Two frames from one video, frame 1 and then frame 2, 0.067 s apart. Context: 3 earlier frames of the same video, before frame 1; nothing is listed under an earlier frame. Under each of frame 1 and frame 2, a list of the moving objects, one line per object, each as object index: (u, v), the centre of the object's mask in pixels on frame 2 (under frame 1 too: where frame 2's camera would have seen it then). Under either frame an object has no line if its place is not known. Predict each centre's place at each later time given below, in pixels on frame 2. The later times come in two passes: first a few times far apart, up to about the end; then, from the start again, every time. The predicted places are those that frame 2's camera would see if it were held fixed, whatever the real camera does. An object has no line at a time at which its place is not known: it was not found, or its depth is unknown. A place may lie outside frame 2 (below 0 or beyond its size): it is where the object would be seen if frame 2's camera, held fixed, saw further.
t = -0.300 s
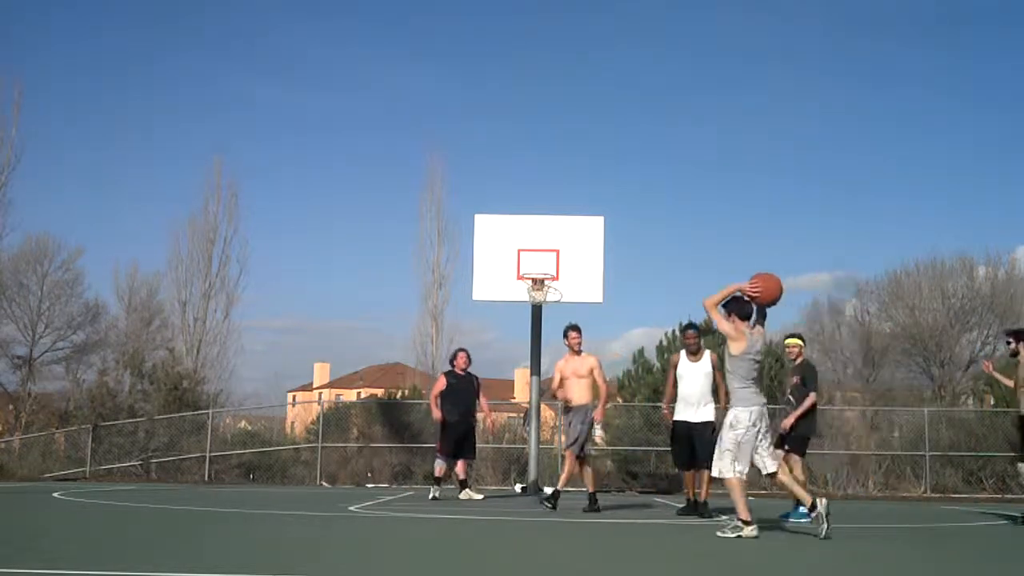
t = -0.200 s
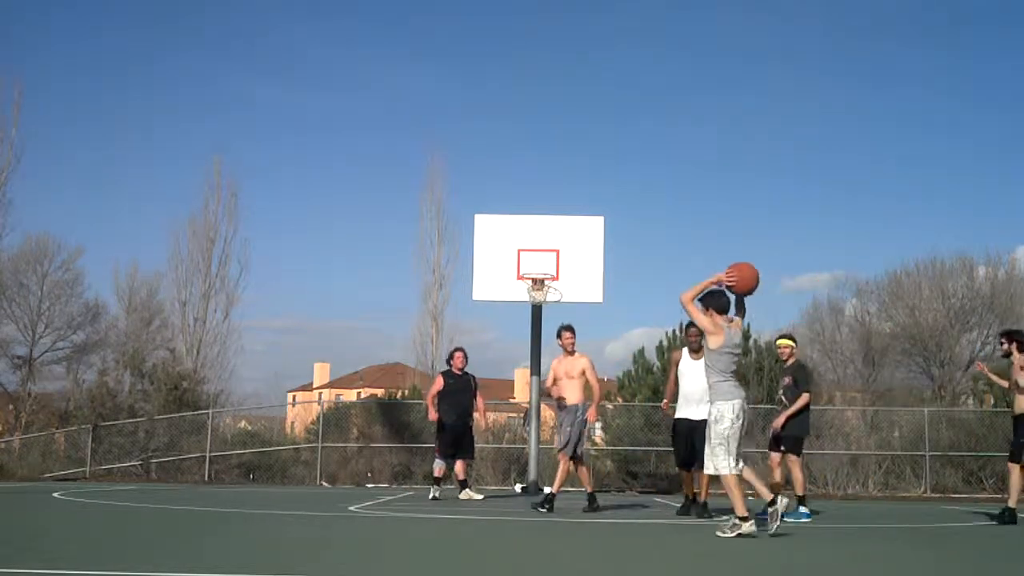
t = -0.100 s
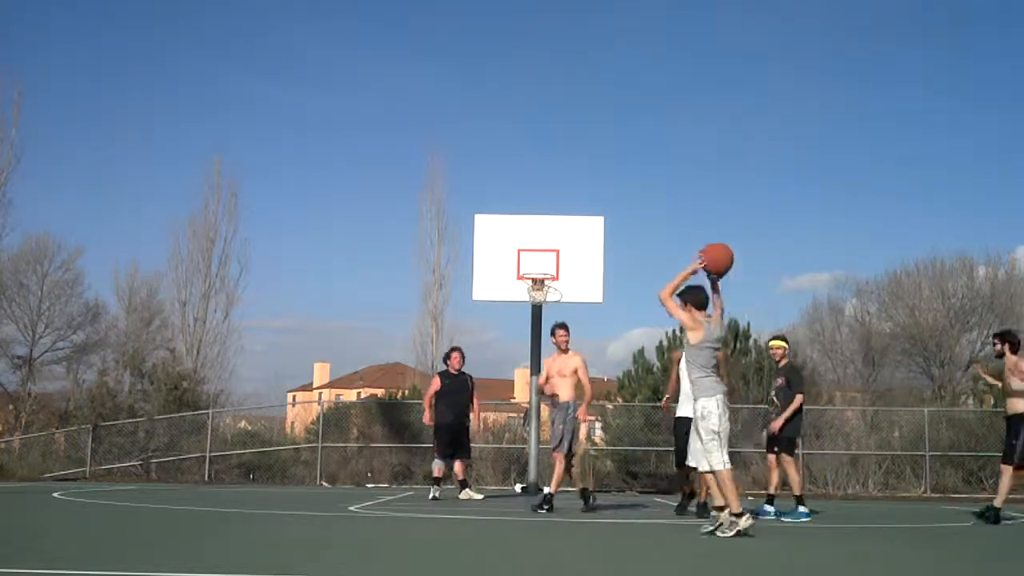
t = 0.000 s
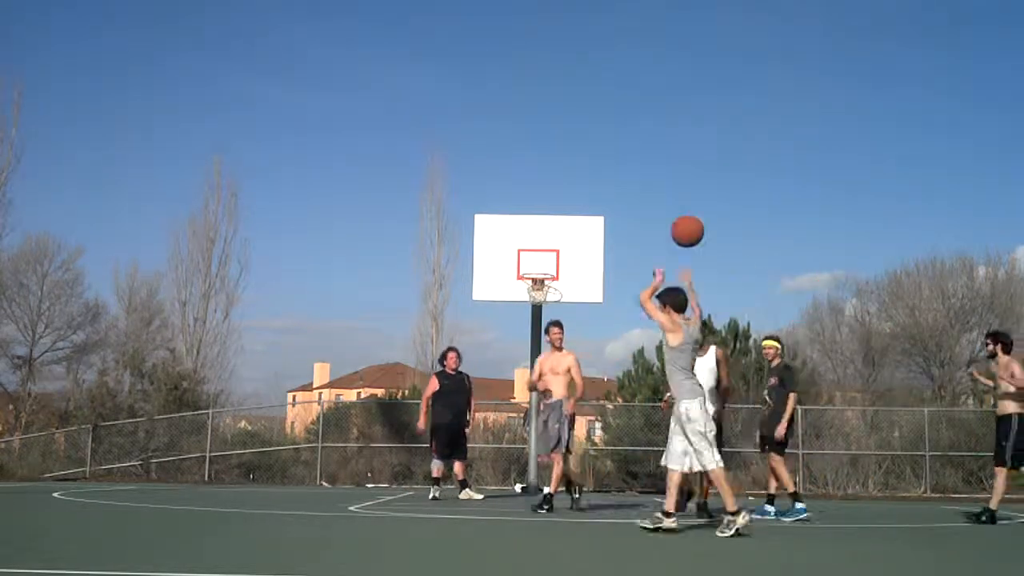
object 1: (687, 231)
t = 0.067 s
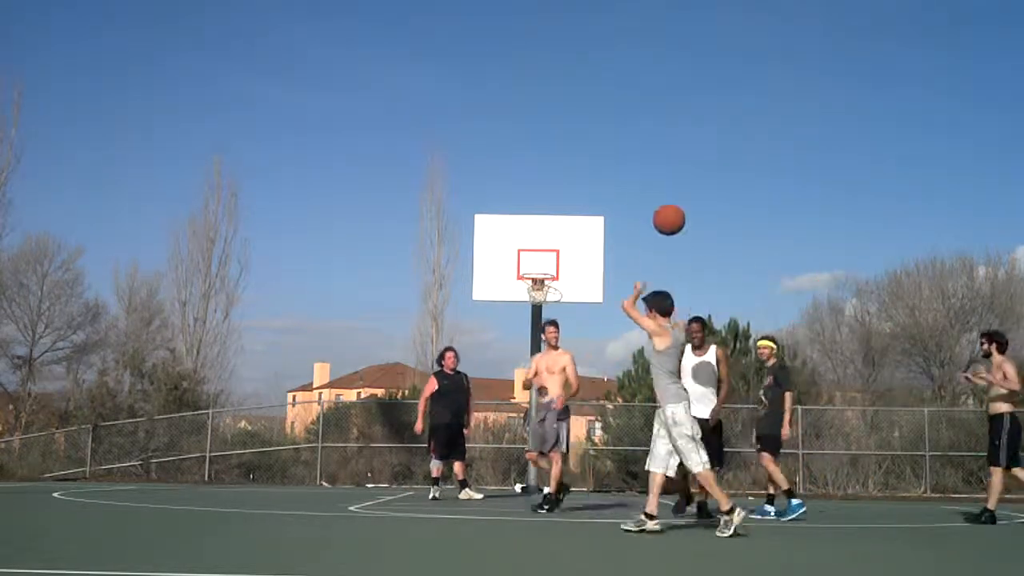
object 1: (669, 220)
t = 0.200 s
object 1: (634, 213)
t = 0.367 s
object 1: (593, 237)
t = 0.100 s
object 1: (660, 216)
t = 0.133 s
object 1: (651, 213)
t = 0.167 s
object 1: (642, 213)
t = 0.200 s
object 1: (634, 213)
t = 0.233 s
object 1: (626, 215)
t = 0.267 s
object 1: (617, 219)
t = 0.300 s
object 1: (609, 223)
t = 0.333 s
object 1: (601, 229)
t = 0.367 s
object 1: (593, 237)
